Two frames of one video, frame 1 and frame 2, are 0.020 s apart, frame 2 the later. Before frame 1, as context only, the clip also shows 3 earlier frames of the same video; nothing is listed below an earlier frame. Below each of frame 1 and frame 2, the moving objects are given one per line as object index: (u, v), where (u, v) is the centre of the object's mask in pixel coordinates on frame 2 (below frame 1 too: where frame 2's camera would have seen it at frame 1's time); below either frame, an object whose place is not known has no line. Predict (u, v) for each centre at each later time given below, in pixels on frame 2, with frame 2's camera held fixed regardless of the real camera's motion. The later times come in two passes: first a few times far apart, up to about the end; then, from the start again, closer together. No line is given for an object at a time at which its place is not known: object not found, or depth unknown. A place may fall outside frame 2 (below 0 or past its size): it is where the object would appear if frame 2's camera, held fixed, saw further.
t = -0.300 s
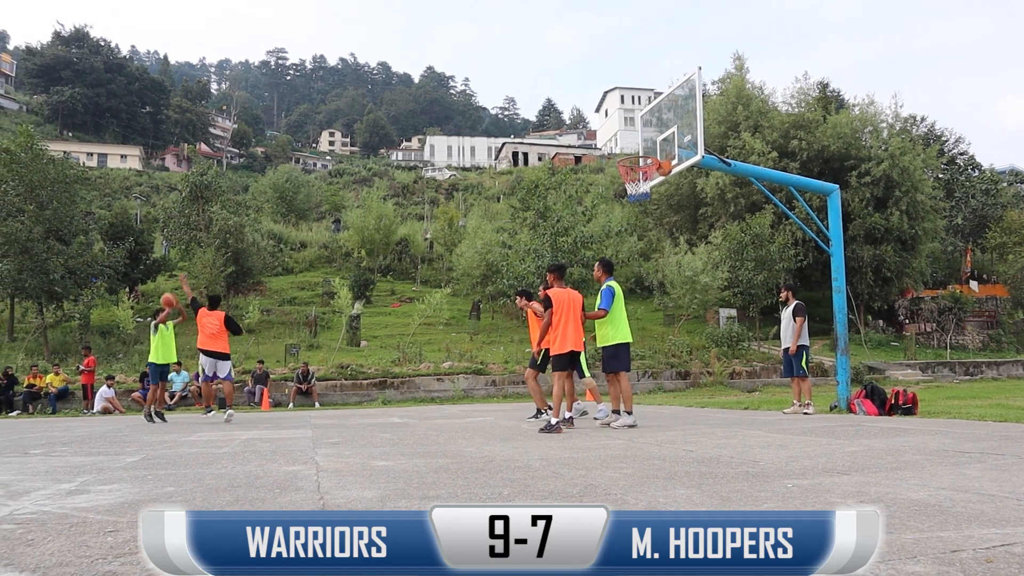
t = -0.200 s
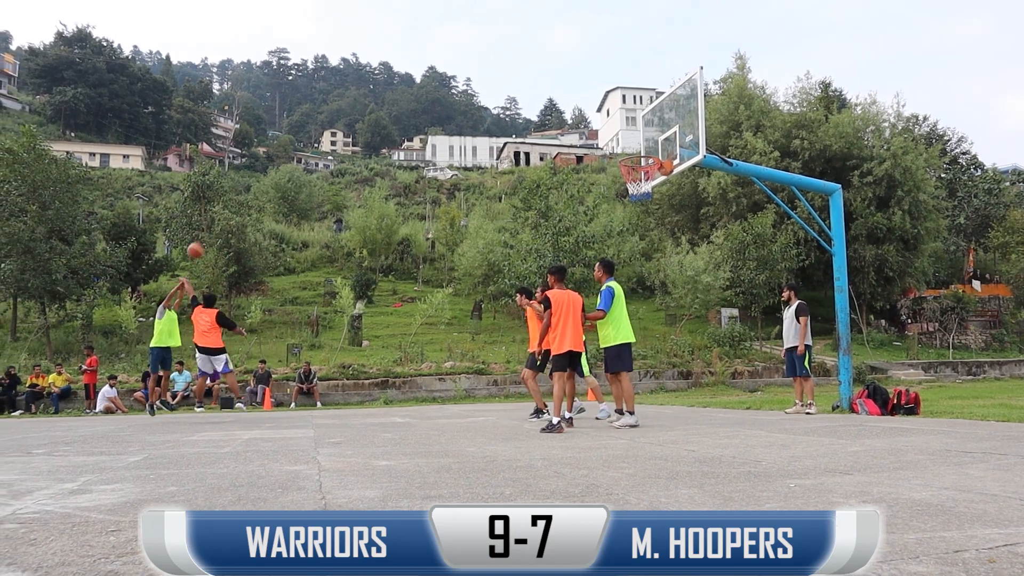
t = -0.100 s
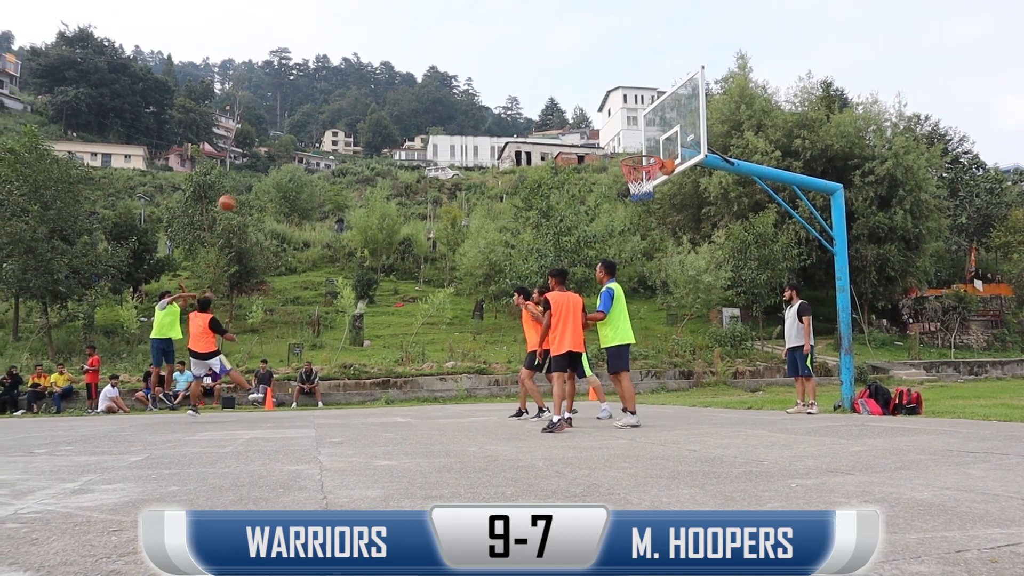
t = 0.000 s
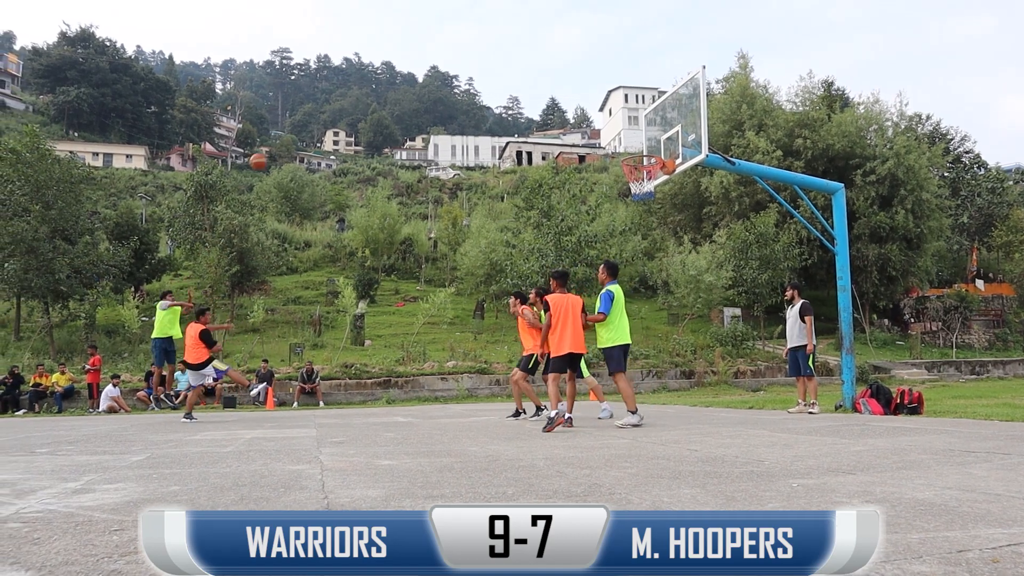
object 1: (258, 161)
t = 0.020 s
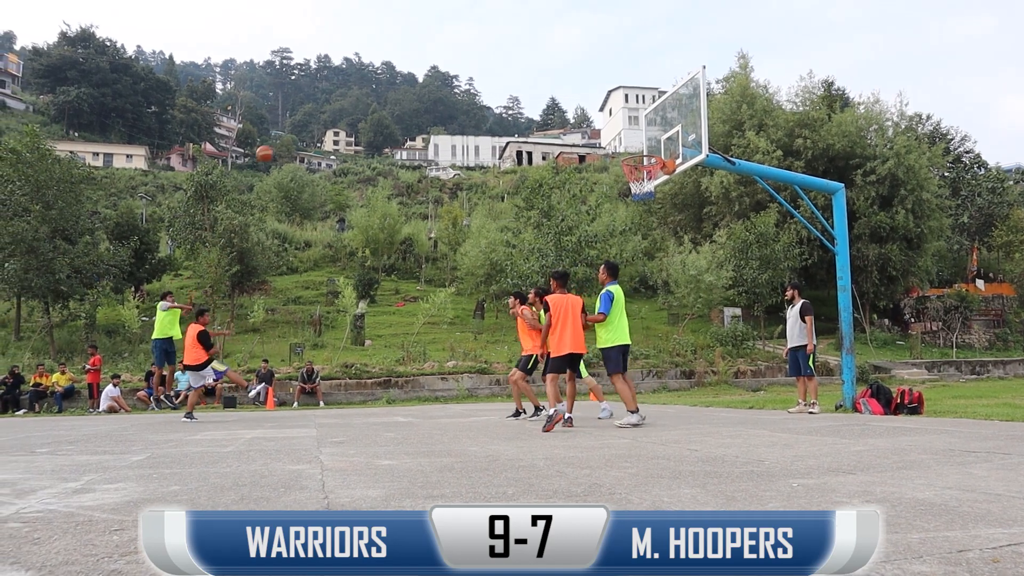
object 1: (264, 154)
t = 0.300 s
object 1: (353, 71)
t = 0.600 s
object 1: (453, 36)
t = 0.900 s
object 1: (562, 63)
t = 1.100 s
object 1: (641, 120)
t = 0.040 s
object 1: (270, 146)
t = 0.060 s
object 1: (277, 139)
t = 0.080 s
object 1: (283, 132)
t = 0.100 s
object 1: (289, 125)
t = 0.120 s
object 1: (295, 119)
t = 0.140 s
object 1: (302, 113)
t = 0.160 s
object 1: (308, 106)
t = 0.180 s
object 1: (315, 101)
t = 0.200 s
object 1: (321, 95)
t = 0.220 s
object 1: (328, 90)
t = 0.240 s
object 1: (333, 85)
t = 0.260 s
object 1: (340, 80)
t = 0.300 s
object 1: (353, 71)
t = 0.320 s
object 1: (359, 68)
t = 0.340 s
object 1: (366, 64)
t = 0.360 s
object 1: (373, 60)
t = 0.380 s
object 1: (379, 57)
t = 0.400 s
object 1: (386, 54)
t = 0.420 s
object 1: (393, 51)
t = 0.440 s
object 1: (399, 48)
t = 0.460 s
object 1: (406, 46)
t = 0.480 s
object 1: (412, 43)
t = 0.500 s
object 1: (419, 42)
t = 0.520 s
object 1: (426, 40)
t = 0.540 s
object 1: (433, 39)
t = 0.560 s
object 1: (439, 38)
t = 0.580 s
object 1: (446, 37)
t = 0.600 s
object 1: (453, 36)
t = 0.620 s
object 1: (460, 36)
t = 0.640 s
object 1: (467, 36)
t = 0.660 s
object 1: (474, 36)
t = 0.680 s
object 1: (481, 37)
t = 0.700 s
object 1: (488, 38)
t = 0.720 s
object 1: (496, 39)
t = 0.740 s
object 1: (503, 41)
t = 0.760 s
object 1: (510, 42)
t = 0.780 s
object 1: (517, 44)
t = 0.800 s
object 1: (524, 47)
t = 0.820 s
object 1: (532, 49)
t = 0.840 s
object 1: (539, 52)
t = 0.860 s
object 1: (546, 55)
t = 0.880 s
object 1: (554, 59)
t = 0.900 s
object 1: (562, 63)
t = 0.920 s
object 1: (569, 67)
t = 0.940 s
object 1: (577, 71)
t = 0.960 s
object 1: (585, 76)
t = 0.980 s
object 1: (593, 82)
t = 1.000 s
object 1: (601, 87)
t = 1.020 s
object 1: (608, 93)
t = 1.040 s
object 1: (617, 99)
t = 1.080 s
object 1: (633, 113)
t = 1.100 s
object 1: (641, 120)
